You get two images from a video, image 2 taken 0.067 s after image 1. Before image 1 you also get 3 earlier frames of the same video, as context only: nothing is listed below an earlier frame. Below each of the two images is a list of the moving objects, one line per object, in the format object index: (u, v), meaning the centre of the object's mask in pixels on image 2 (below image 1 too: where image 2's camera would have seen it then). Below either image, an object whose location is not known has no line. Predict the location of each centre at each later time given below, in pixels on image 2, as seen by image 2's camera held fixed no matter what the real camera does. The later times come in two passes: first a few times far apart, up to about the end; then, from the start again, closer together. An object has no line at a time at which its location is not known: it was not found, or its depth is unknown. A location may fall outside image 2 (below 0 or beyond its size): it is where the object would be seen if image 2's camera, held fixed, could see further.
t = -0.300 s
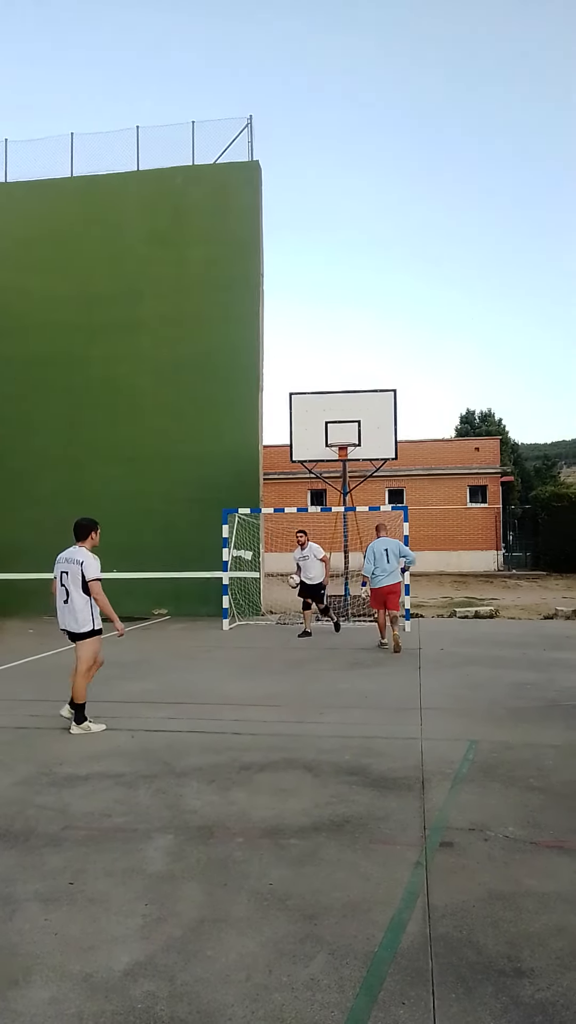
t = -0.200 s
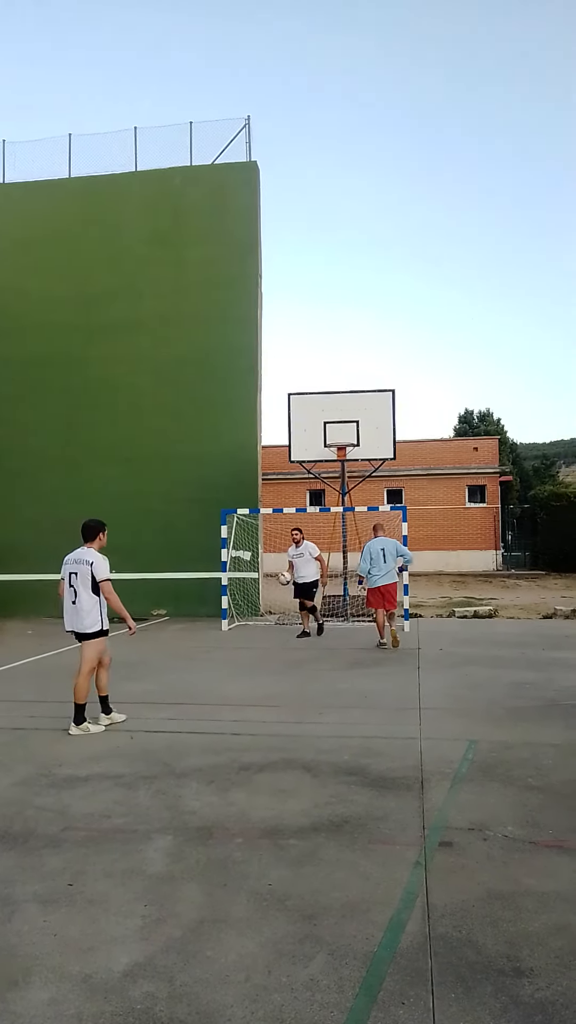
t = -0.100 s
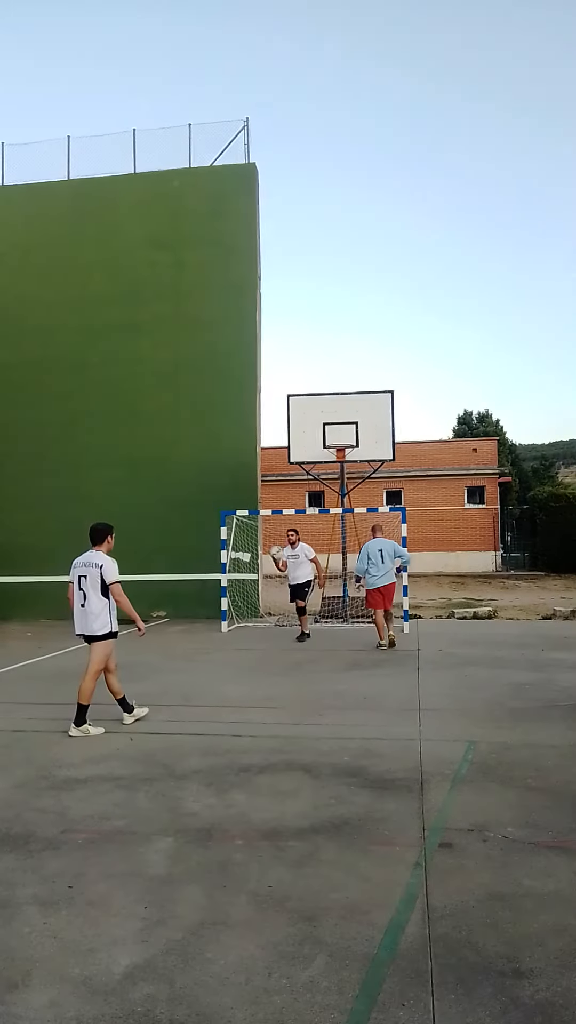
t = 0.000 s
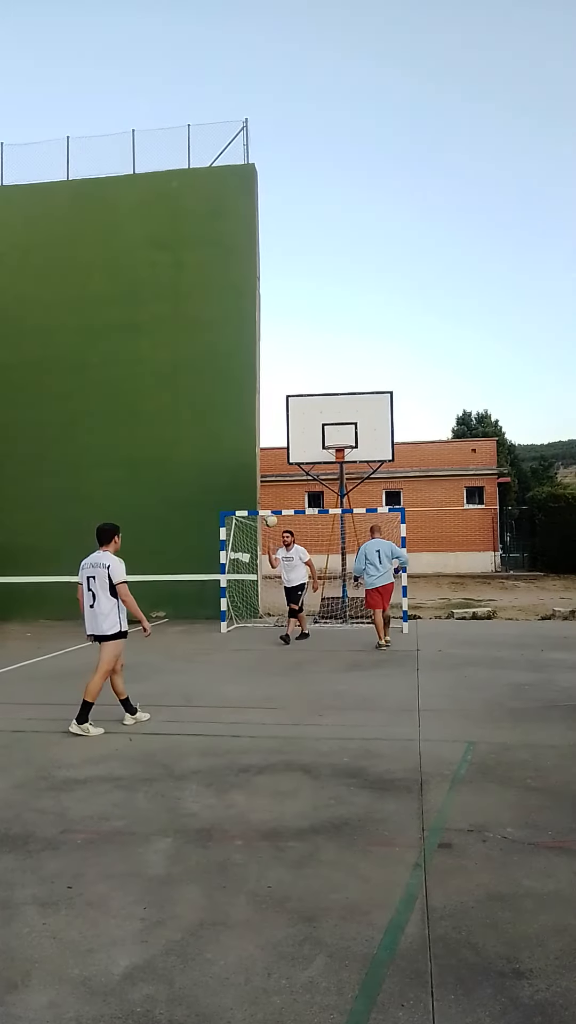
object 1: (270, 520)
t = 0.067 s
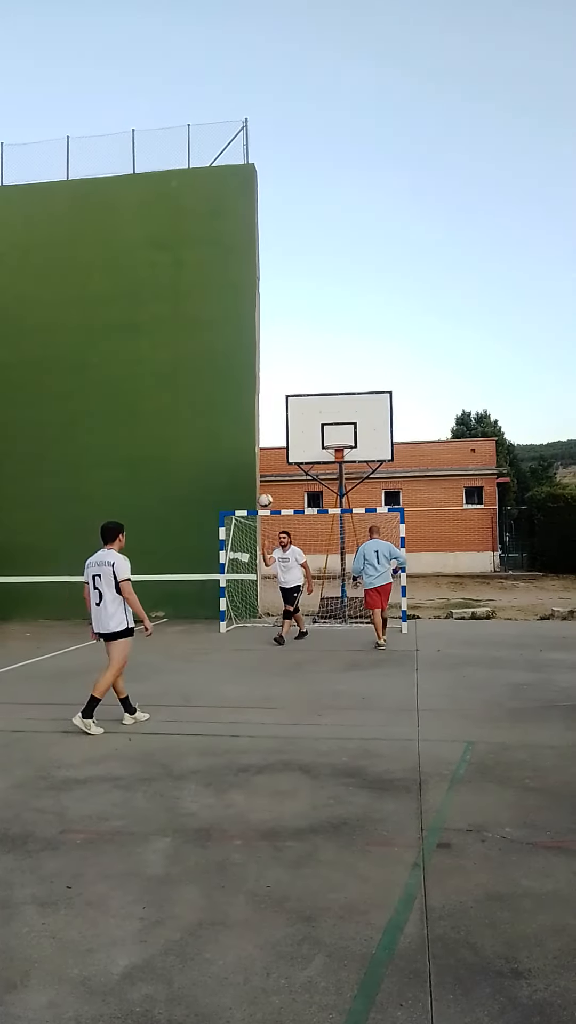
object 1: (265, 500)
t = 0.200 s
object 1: (256, 468)
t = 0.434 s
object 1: (240, 439)
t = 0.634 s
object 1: (223, 447)
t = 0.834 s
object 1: (203, 493)
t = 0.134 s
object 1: (261, 483)
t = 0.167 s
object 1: (259, 476)
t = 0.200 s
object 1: (256, 468)
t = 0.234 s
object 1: (254, 462)
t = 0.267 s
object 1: (252, 457)
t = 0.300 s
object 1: (249, 452)
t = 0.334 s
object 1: (247, 448)
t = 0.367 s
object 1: (244, 444)
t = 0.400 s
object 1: (242, 441)
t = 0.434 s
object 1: (240, 439)
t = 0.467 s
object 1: (237, 438)
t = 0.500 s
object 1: (234, 438)
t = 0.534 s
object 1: (231, 439)
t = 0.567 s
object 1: (229, 441)
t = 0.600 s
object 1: (226, 444)
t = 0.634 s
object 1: (223, 447)
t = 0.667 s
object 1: (220, 452)
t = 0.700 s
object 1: (216, 458)
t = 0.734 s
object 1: (213, 465)
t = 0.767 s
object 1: (210, 473)
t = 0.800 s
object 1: (206, 482)
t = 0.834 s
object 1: (203, 493)
